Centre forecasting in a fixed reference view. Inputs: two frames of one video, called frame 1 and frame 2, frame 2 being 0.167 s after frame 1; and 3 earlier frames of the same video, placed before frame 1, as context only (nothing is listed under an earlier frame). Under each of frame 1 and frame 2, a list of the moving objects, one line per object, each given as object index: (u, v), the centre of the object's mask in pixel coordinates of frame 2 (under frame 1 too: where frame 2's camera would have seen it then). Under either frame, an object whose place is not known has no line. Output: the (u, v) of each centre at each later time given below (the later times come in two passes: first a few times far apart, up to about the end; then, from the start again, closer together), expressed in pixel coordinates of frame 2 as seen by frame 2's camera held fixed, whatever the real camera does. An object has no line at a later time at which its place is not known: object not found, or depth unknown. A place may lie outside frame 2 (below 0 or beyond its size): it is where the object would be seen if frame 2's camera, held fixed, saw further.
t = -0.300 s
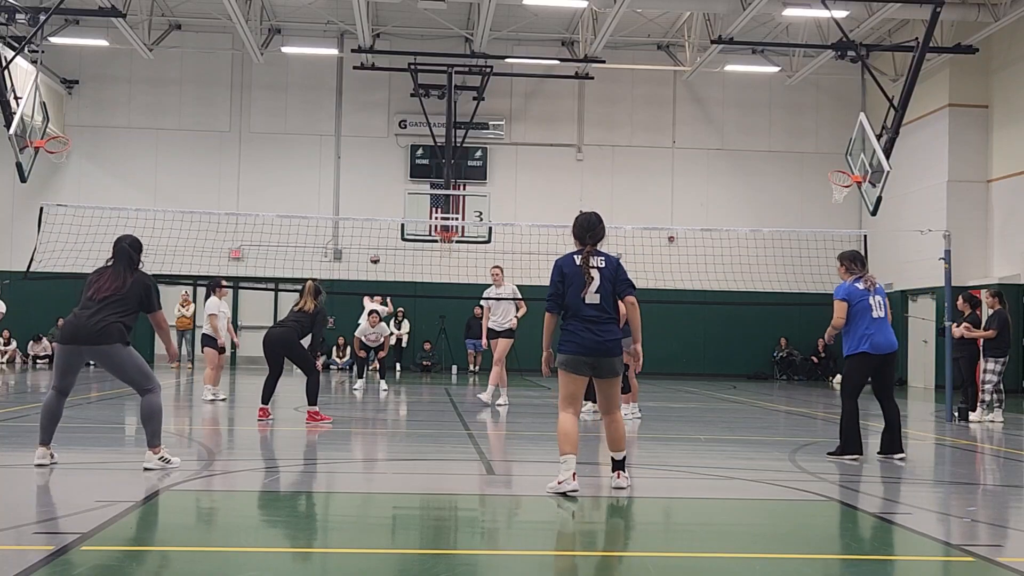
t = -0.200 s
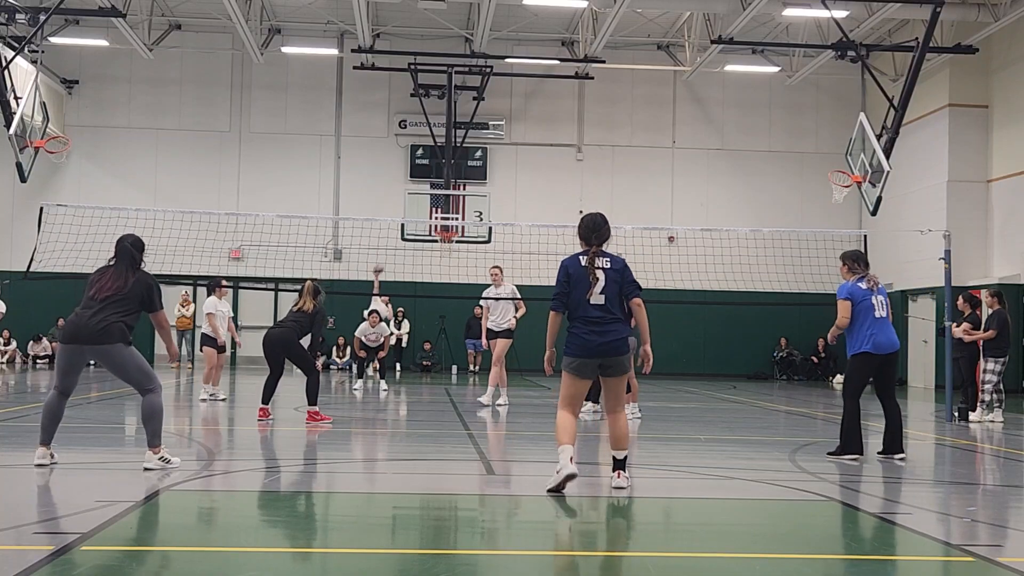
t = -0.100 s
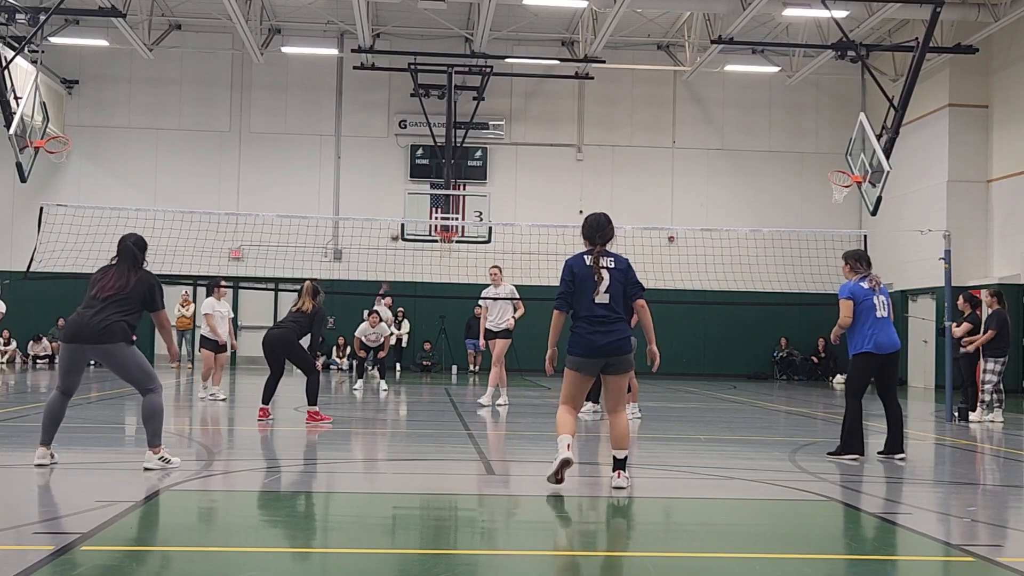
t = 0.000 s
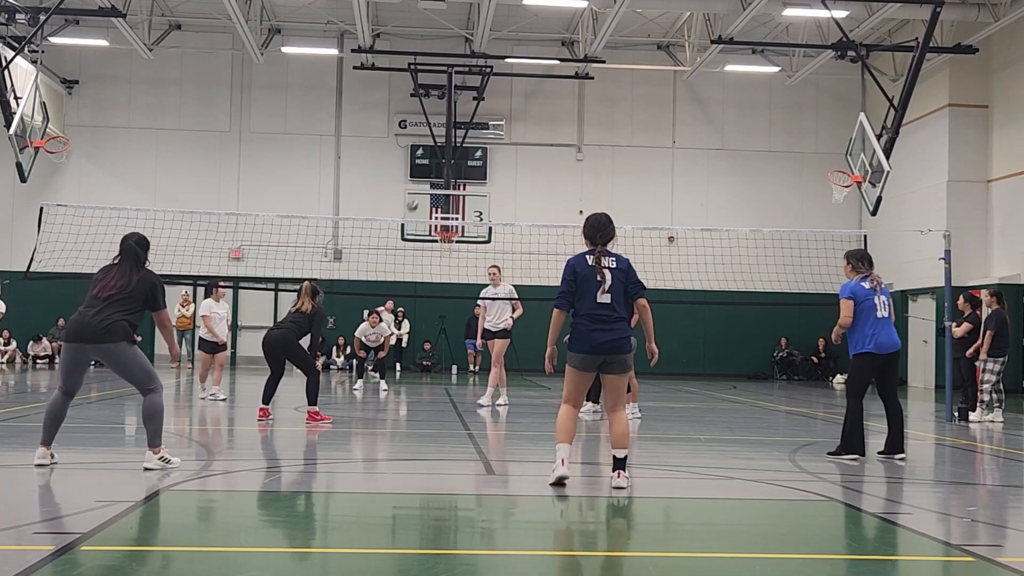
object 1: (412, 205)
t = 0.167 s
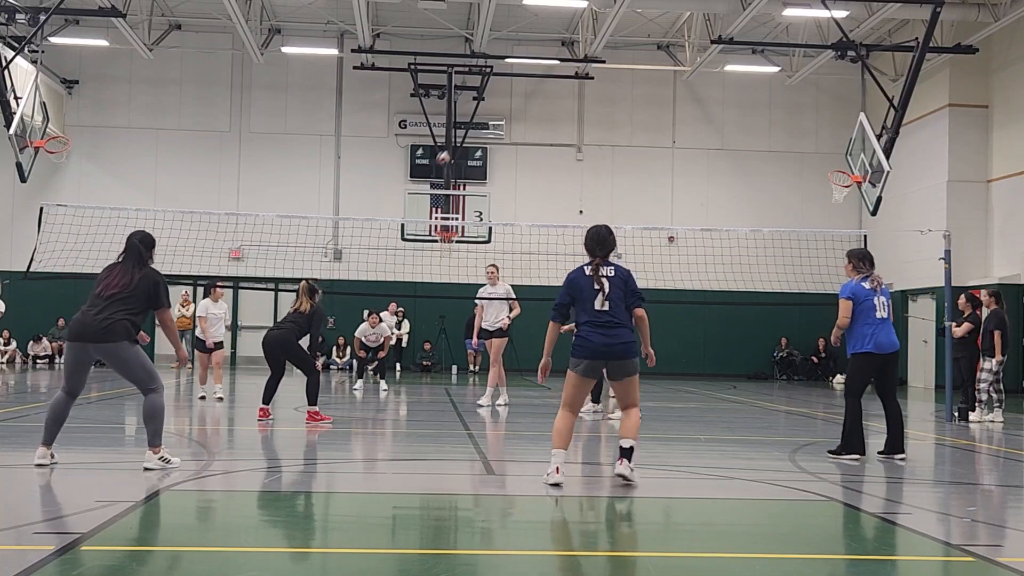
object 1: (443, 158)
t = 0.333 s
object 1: (477, 120)
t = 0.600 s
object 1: (555, 86)
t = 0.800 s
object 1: (629, 94)
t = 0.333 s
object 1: (477, 120)
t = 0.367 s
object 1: (486, 112)
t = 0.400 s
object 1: (494, 107)
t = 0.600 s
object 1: (555, 86)
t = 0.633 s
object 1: (566, 85)
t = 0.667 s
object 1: (578, 84)
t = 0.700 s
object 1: (589, 86)
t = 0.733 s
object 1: (602, 88)
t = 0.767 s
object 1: (615, 90)
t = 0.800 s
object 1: (629, 94)
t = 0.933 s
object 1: (690, 123)
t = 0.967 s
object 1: (705, 134)
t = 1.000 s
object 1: (722, 146)
